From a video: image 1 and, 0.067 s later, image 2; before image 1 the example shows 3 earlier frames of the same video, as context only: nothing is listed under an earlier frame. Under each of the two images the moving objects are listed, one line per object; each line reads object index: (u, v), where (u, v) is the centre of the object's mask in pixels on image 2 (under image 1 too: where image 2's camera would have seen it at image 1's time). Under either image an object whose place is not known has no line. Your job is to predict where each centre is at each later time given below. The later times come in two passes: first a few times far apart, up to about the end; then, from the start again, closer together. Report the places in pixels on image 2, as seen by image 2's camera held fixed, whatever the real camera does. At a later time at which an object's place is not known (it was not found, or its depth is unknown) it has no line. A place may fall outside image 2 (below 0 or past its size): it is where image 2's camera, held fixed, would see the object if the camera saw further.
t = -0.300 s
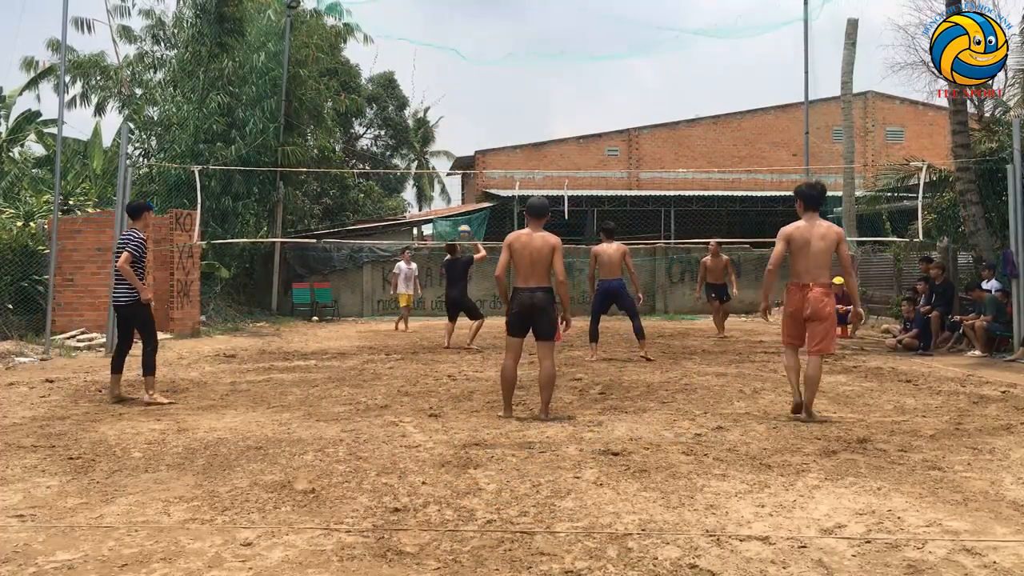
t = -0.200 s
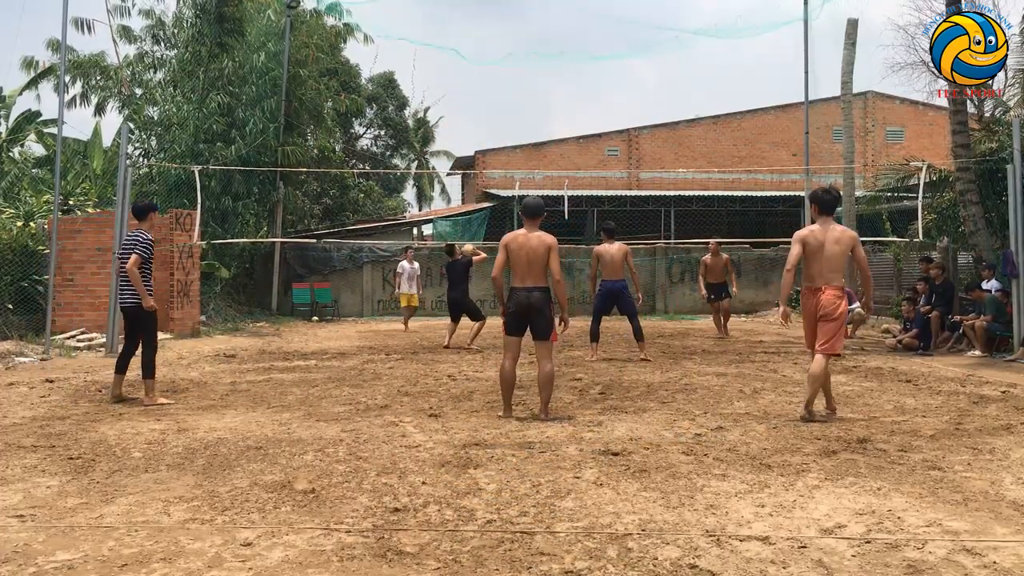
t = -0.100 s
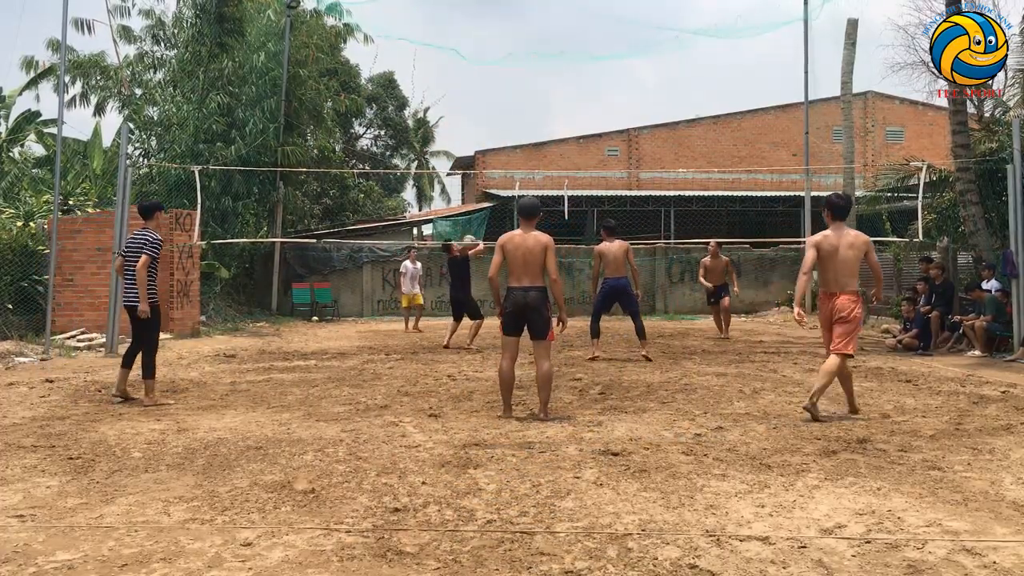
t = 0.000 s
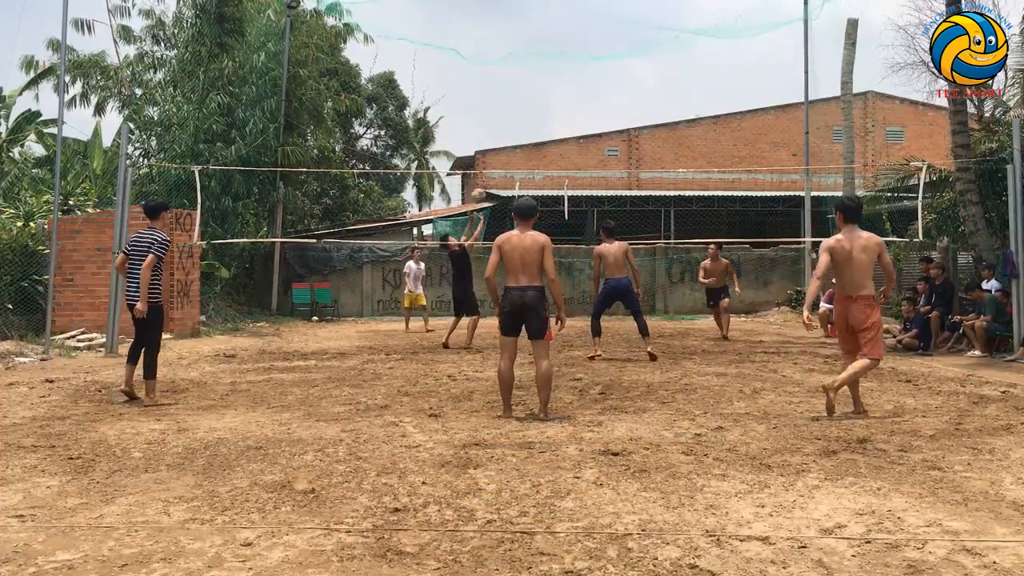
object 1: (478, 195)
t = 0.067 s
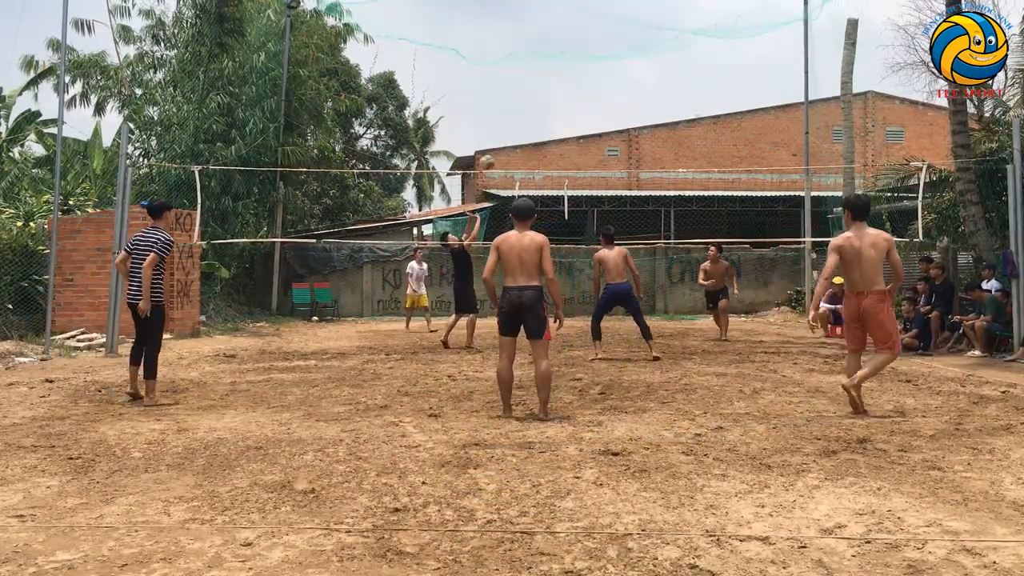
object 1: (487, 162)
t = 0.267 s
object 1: (514, 82)
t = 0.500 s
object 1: (545, 24)
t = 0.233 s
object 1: (509, 93)
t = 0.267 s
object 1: (514, 82)
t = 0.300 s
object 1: (518, 71)
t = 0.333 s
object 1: (522, 61)
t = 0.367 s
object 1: (527, 53)
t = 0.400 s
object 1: (532, 45)
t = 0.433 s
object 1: (536, 37)
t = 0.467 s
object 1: (541, 30)
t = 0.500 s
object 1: (545, 24)
